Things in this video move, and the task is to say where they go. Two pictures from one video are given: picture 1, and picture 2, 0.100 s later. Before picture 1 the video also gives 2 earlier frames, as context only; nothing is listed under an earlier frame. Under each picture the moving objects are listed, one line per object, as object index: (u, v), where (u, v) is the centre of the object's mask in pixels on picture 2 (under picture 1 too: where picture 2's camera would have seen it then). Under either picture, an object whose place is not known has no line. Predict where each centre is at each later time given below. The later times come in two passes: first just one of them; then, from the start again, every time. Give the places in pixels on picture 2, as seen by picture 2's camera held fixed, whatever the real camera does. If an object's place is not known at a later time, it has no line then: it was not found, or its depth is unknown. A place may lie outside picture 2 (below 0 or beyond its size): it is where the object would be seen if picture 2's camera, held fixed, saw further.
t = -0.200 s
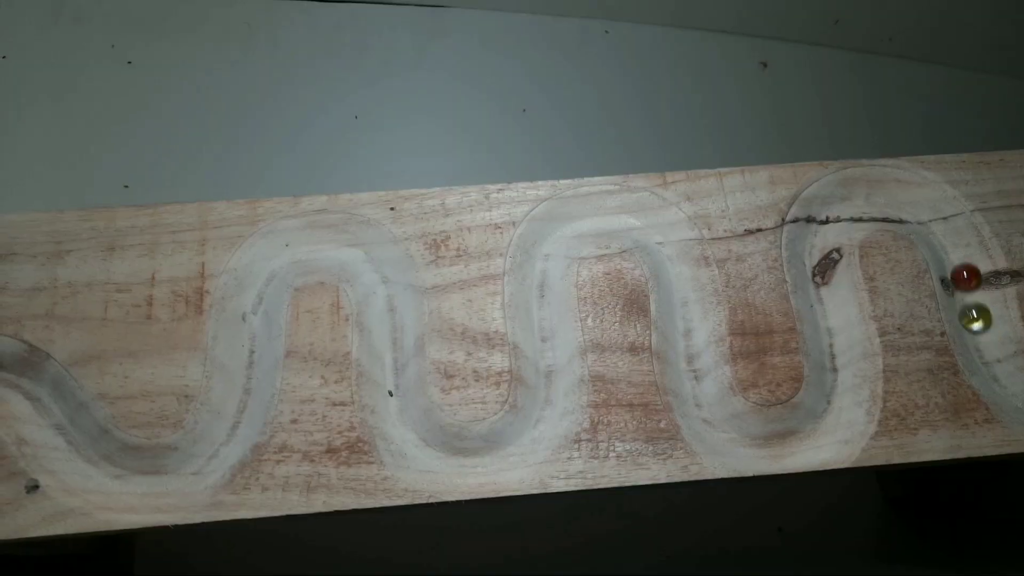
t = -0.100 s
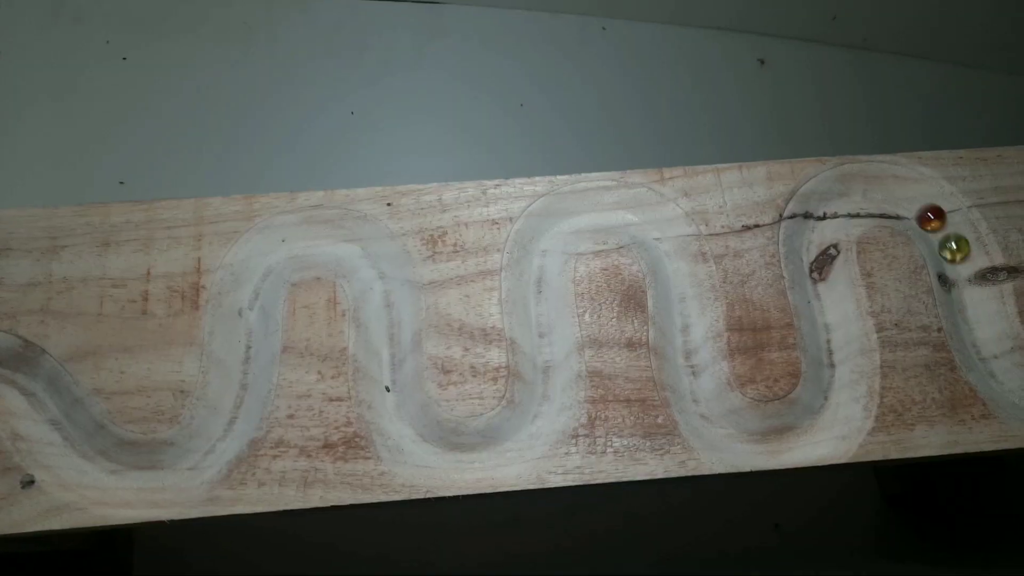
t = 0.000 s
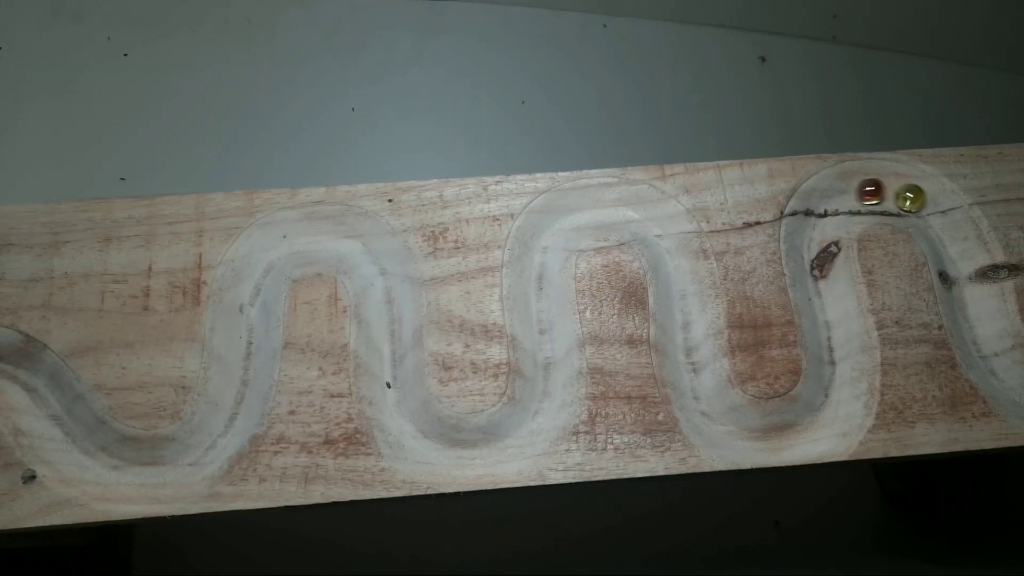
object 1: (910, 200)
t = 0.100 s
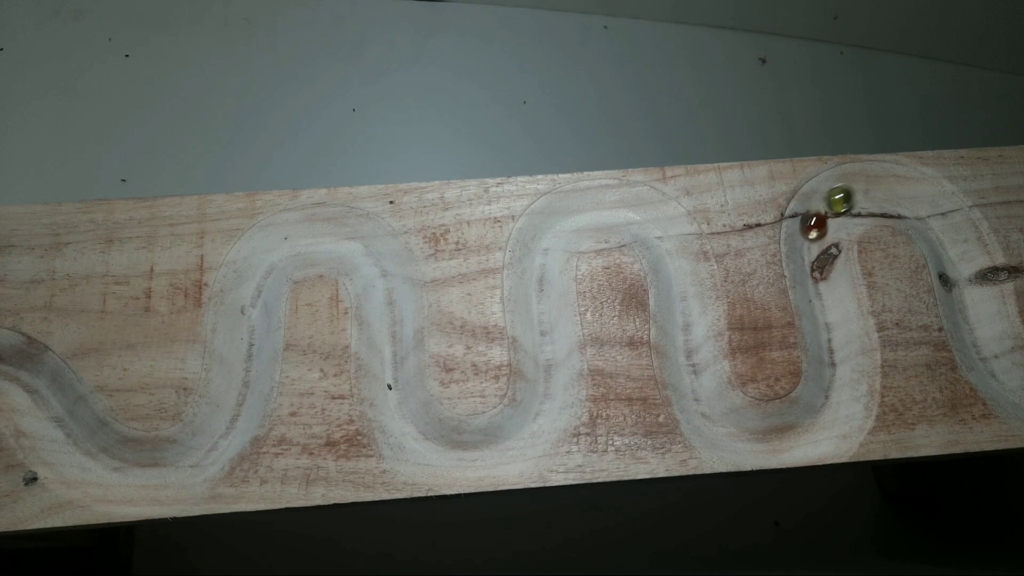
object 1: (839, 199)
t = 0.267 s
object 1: (830, 304)
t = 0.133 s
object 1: (821, 214)
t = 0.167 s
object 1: (811, 234)
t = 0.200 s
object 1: (810, 257)
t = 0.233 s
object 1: (816, 280)
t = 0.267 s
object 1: (830, 304)
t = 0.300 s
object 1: (838, 323)
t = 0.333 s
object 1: (834, 345)
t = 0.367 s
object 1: (834, 367)
